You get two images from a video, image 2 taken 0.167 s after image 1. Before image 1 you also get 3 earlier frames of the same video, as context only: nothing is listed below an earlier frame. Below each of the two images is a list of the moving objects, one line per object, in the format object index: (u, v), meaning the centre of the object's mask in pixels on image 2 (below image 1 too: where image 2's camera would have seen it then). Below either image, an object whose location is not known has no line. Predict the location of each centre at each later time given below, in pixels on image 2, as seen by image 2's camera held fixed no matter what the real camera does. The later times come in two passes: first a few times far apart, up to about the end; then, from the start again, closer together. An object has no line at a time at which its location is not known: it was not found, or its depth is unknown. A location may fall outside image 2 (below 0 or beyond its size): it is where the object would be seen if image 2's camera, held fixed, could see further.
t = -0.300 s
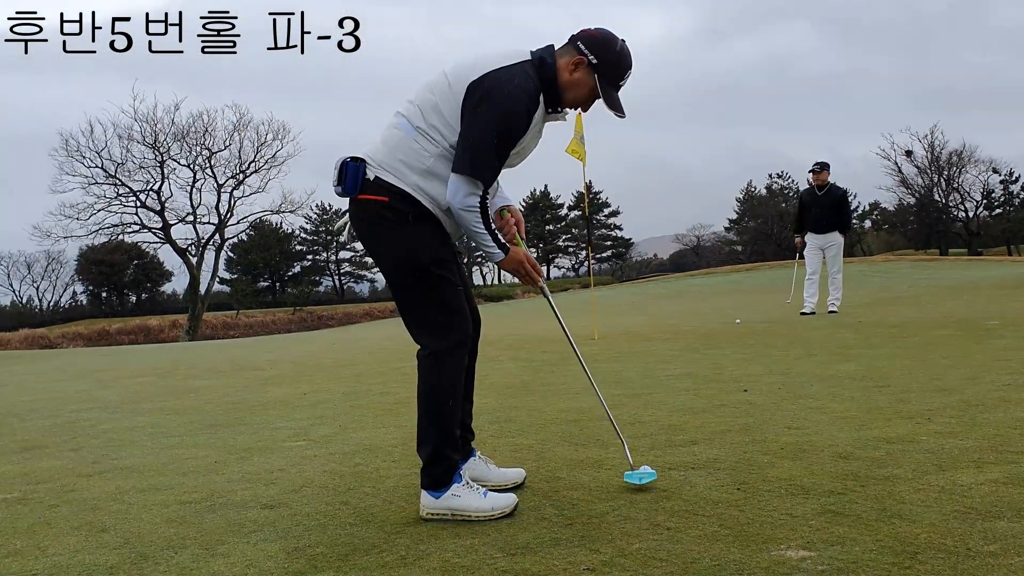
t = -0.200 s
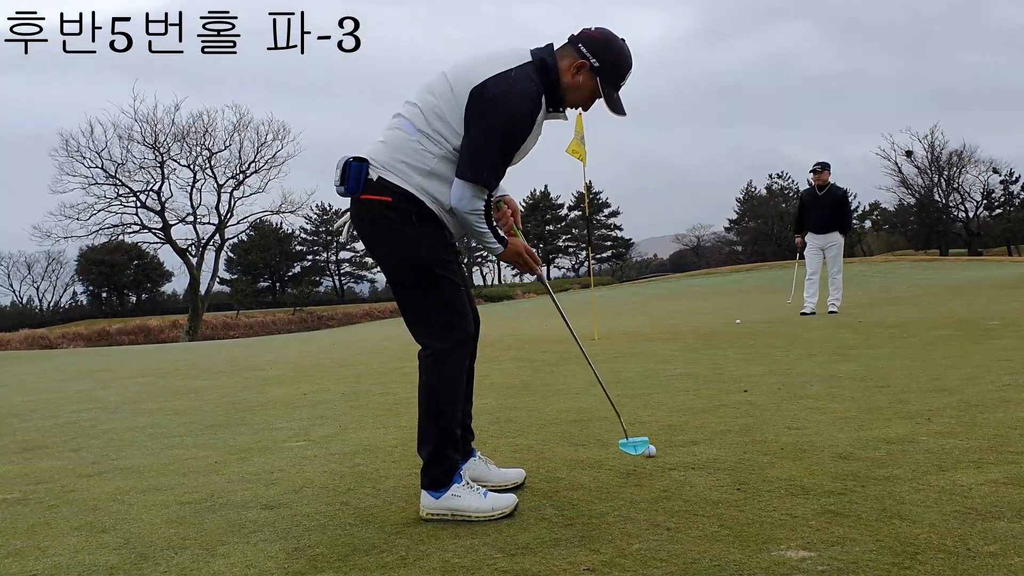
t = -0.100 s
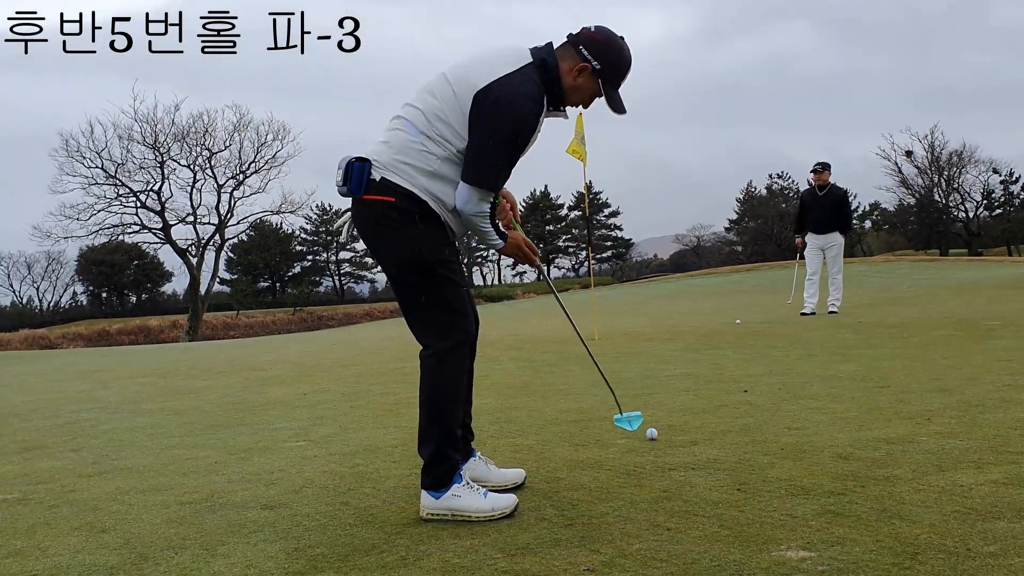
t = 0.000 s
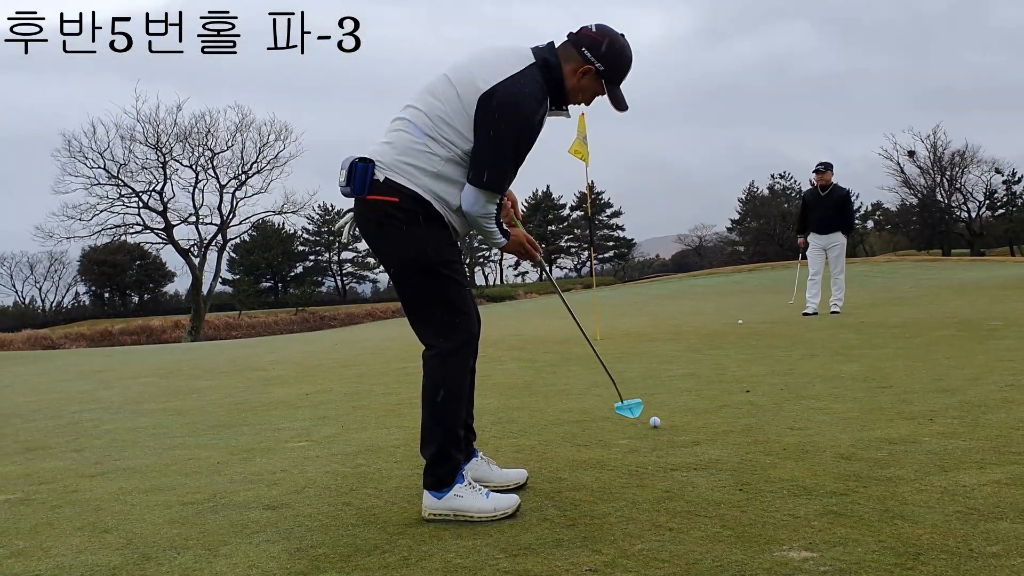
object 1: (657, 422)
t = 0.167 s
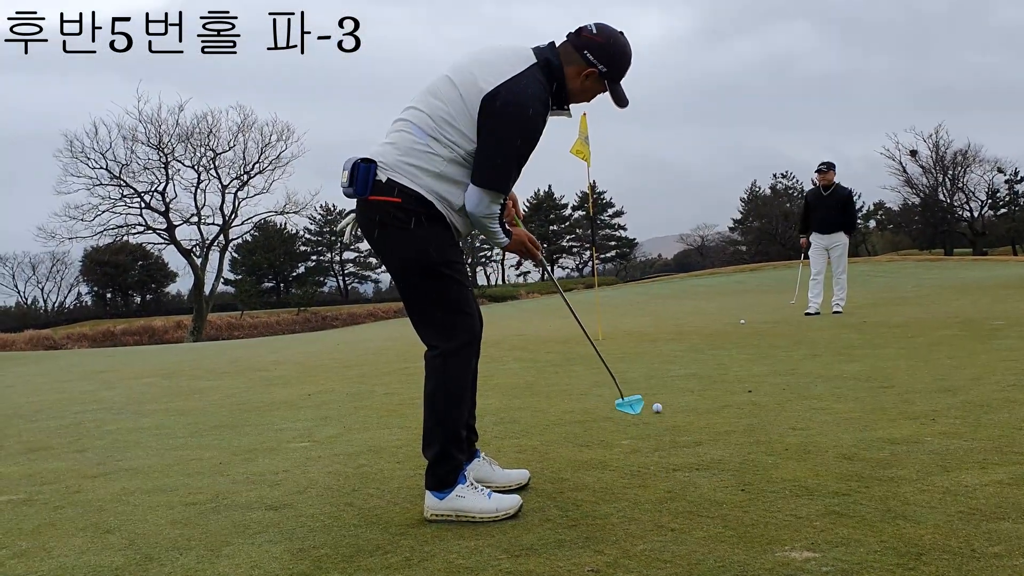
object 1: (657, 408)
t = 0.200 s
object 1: (657, 406)
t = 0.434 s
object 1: (655, 390)
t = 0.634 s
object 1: (654, 380)
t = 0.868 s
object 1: (652, 373)
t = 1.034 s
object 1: (650, 368)
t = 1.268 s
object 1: (648, 361)
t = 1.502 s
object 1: (647, 356)
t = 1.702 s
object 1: (646, 352)
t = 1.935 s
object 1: (647, 348)
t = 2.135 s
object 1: (647, 345)
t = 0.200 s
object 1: (657, 406)
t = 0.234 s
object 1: (657, 403)
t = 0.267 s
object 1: (657, 401)
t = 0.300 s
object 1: (656, 398)
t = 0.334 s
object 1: (656, 396)
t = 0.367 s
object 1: (656, 394)
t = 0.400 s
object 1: (655, 392)
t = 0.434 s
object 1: (655, 390)
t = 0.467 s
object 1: (655, 387)
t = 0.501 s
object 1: (655, 383)
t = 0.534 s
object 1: (655, 382)
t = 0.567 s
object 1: (655, 383)
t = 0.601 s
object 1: (655, 381)
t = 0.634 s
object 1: (654, 380)
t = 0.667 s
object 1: (654, 380)
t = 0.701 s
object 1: (653, 378)
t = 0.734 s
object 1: (653, 377)
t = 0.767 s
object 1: (653, 376)
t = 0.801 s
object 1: (652, 375)
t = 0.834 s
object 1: (652, 373)
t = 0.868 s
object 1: (652, 373)
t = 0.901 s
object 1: (652, 371)
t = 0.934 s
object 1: (651, 370)
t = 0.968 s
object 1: (651, 370)
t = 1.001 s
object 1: (650, 369)
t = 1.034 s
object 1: (650, 368)
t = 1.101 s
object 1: (649, 366)
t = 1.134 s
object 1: (649, 365)
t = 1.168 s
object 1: (649, 364)
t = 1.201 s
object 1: (648, 363)
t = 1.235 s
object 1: (648, 362)
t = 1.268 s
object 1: (648, 361)
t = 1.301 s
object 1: (648, 361)
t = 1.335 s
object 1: (648, 360)
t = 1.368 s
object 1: (647, 359)
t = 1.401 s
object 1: (647, 358)
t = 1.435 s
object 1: (647, 358)
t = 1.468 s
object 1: (647, 357)
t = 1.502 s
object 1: (647, 356)
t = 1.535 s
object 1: (647, 355)
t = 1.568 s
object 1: (647, 355)
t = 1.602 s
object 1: (646, 354)
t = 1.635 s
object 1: (646, 353)
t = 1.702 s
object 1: (646, 352)
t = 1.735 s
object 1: (646, 351)
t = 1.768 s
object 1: (646, 351)
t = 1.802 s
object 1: (647, 350)
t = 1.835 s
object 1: (647, 350)
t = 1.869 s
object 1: (647, 349)
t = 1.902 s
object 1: (647, 349)
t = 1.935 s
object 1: (647, 348)
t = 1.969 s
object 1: (647, 347)
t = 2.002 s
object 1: (647, 347)
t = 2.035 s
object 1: (647, 346)
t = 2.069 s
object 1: (647, 346)
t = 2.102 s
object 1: (647, 345)
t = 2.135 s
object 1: (647, 345)
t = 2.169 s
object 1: (647, 344)
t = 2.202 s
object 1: (648, 344)
